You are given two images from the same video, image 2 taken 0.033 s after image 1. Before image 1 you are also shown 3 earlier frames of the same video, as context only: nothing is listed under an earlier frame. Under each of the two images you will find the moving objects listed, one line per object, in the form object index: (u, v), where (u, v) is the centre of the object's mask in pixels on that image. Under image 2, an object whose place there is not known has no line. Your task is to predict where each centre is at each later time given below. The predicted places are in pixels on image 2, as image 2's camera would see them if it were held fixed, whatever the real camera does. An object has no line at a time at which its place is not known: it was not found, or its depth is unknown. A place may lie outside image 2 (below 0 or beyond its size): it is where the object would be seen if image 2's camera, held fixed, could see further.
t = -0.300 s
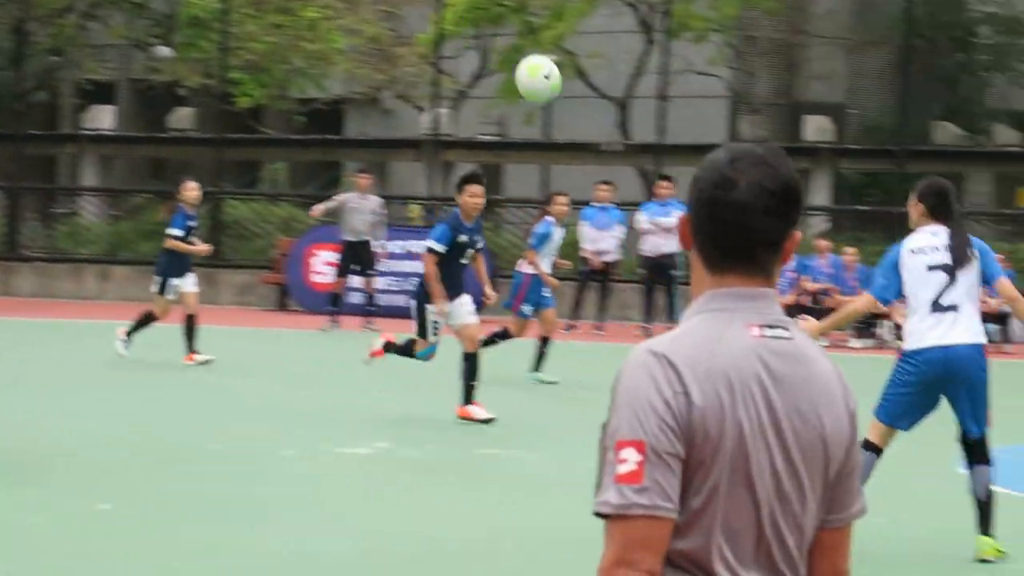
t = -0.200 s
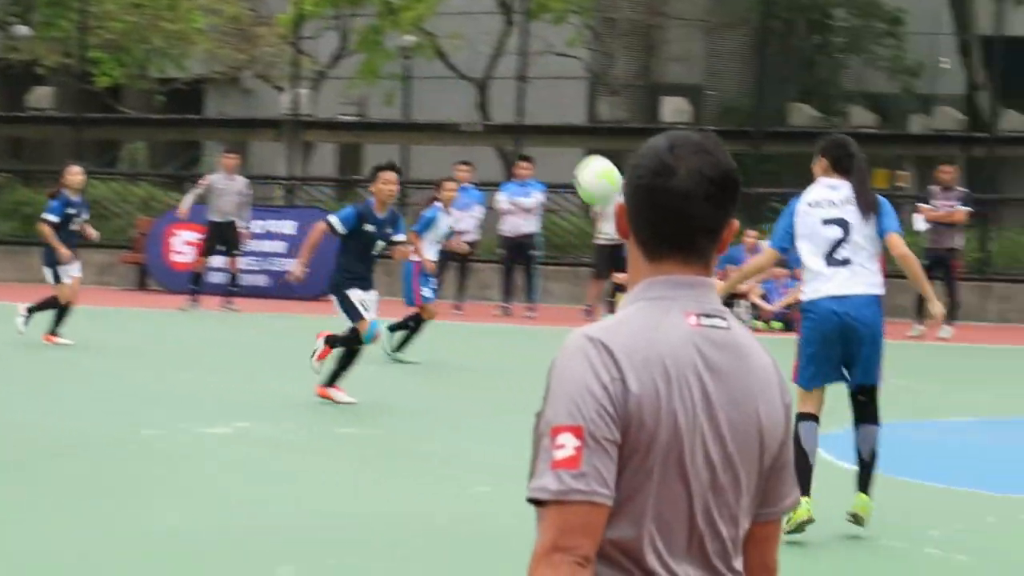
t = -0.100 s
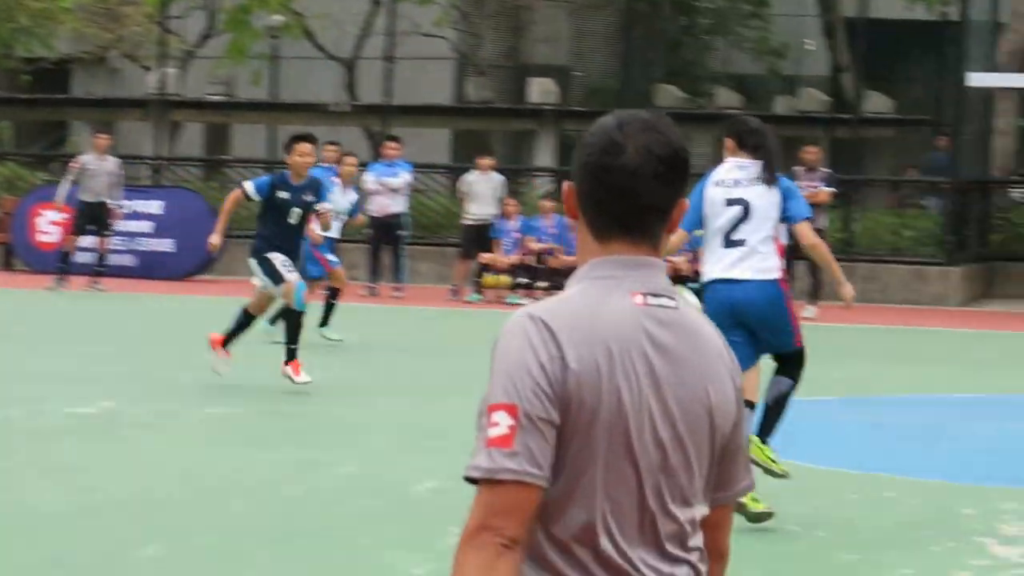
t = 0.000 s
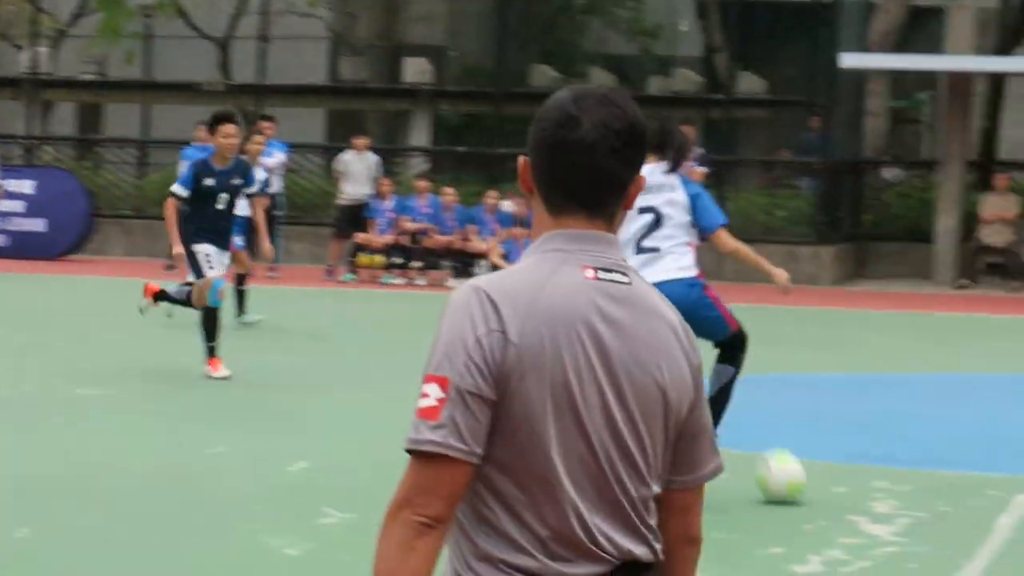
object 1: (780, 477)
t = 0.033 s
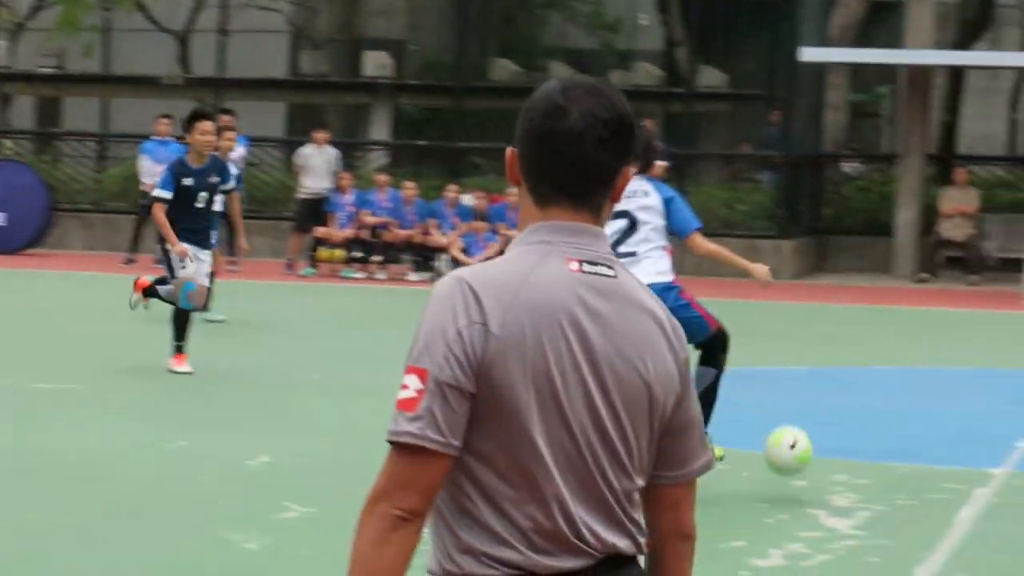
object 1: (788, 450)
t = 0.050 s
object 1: (807, 436)
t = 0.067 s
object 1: (828, 420)
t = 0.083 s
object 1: (847, 406)
